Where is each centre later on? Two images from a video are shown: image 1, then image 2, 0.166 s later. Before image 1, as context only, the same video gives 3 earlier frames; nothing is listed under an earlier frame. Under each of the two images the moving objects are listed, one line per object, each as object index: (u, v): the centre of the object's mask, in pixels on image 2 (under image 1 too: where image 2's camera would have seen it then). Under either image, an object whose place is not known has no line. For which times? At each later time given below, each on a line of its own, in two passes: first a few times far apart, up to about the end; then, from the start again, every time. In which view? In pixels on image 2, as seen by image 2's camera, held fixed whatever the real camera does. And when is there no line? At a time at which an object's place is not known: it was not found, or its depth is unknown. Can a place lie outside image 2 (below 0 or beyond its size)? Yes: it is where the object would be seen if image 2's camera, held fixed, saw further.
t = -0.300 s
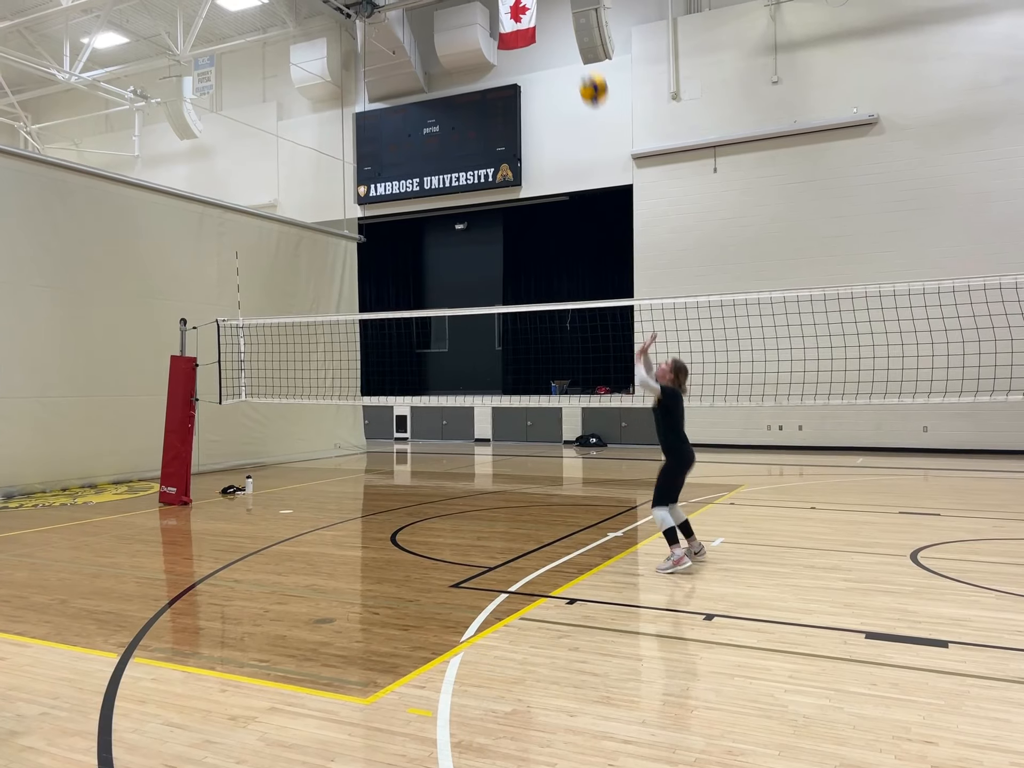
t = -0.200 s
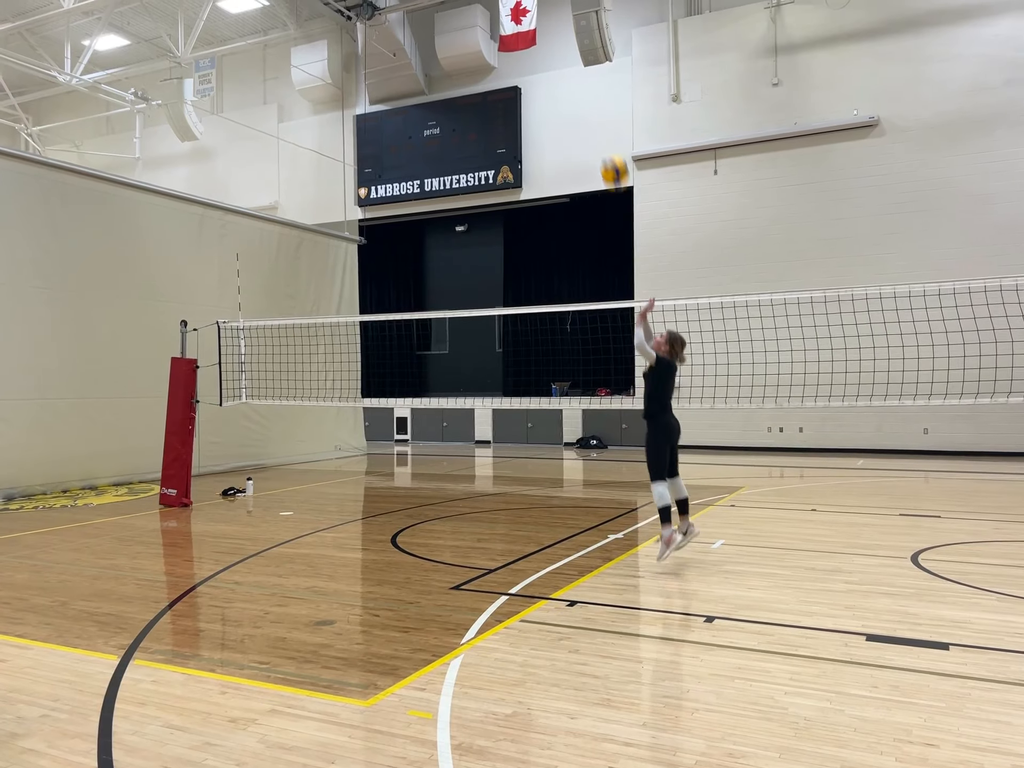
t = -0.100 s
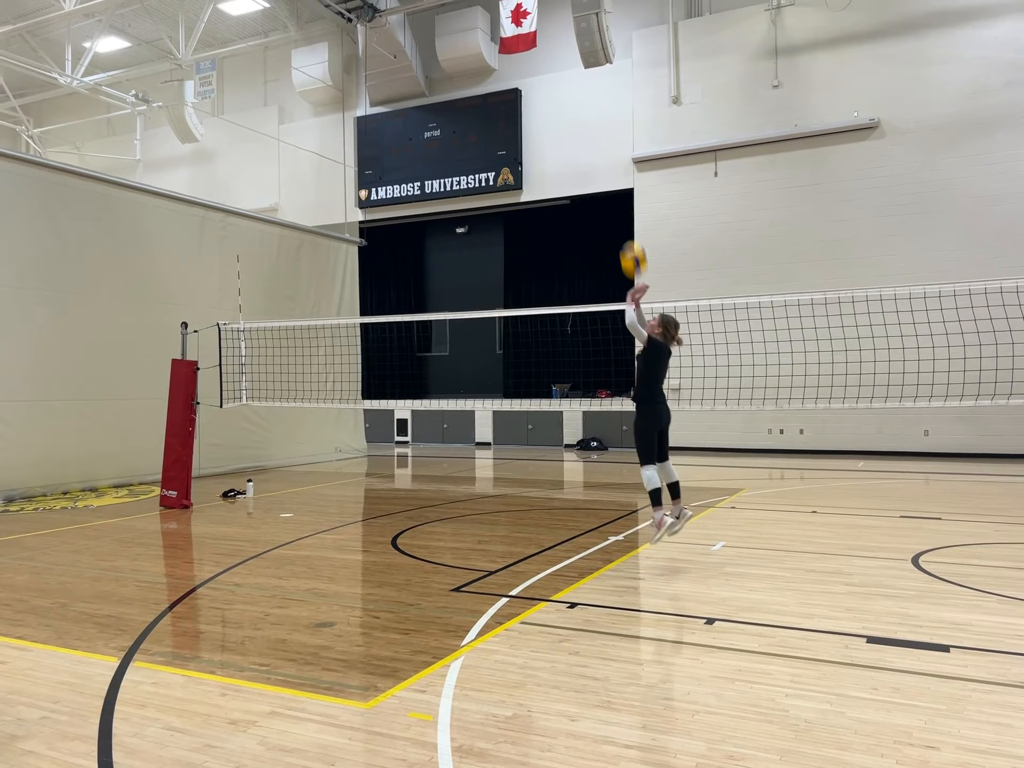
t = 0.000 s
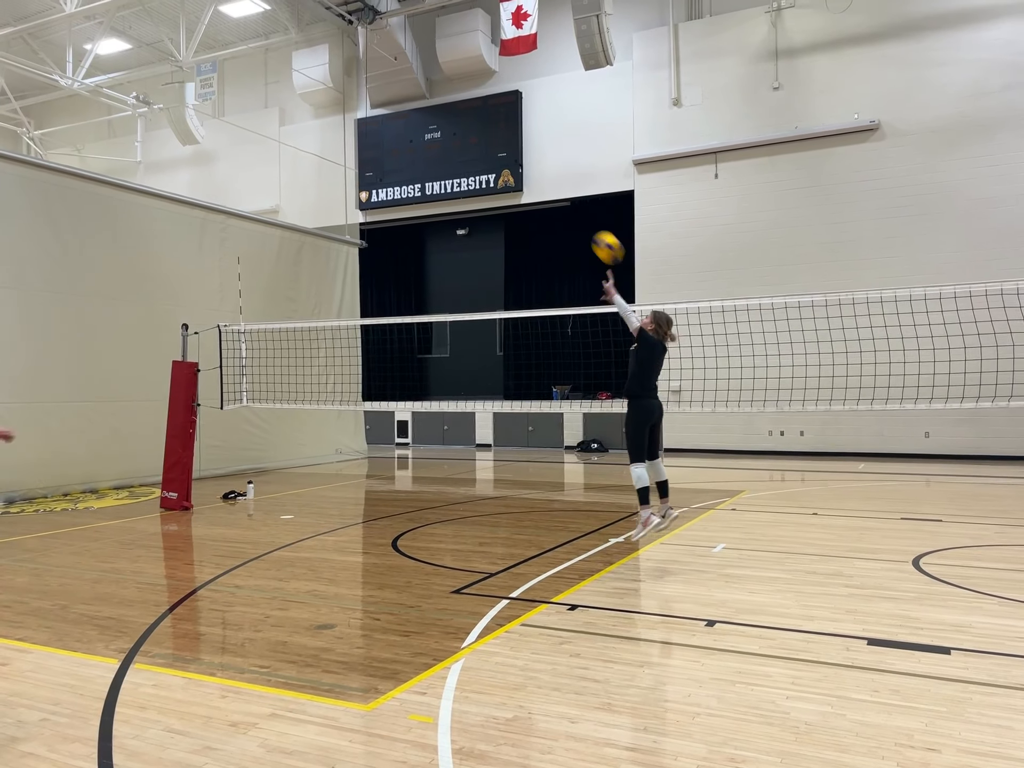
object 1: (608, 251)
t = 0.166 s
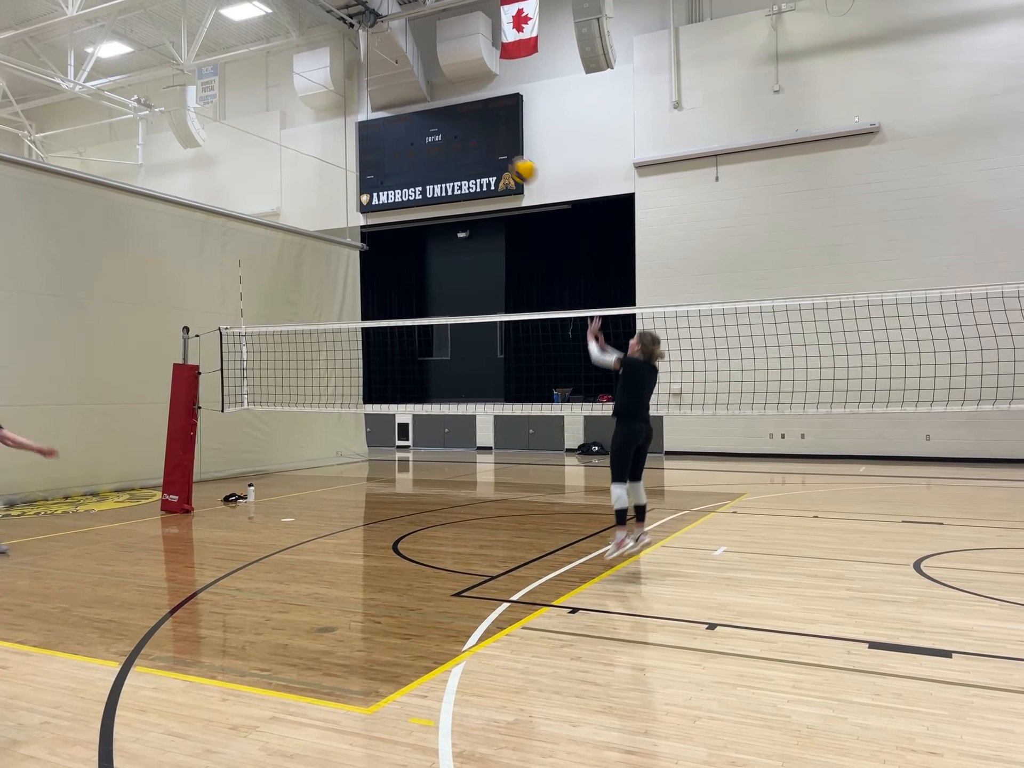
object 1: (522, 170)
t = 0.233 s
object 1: (492, 150)
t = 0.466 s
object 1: (398, 120)
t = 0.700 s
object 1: (318, 146)
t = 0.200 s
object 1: (507, 159)
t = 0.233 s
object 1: (492, 150)
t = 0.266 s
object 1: (478, 142)
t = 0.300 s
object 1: (464, 135)
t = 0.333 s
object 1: (450, 130)
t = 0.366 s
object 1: (436, 125)
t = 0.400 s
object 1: (423, 122)
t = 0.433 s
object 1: (410, 121)
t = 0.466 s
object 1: (398, 120)
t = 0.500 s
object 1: (386, 120)
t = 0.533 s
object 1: (374, 122)
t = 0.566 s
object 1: (362, 125)
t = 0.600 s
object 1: (351, 129)
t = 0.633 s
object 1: (340, 134)
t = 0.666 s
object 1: (328, 140)
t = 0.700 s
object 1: (318, 146)
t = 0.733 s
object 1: (307, 154)
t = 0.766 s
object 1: (298, 163)
